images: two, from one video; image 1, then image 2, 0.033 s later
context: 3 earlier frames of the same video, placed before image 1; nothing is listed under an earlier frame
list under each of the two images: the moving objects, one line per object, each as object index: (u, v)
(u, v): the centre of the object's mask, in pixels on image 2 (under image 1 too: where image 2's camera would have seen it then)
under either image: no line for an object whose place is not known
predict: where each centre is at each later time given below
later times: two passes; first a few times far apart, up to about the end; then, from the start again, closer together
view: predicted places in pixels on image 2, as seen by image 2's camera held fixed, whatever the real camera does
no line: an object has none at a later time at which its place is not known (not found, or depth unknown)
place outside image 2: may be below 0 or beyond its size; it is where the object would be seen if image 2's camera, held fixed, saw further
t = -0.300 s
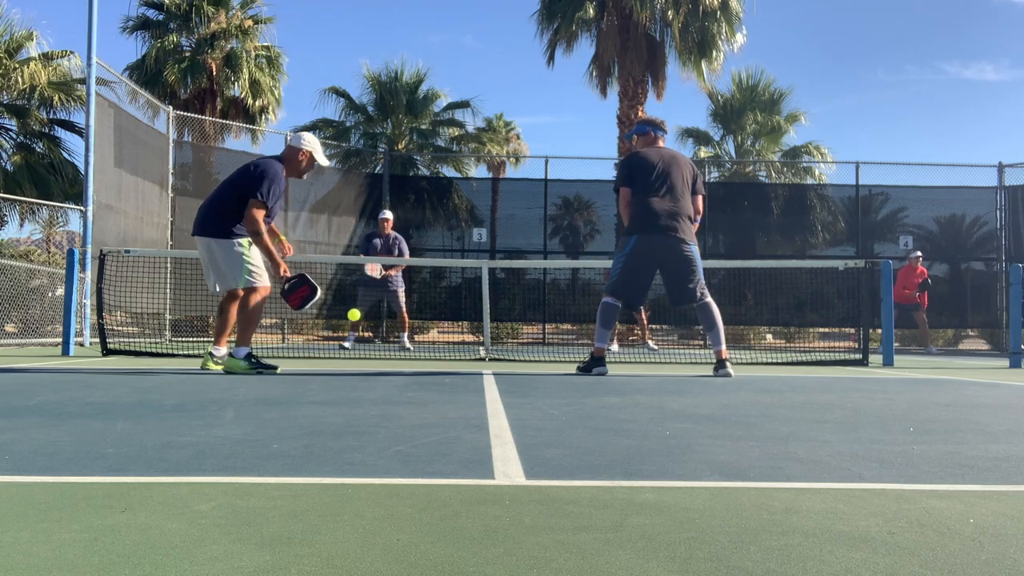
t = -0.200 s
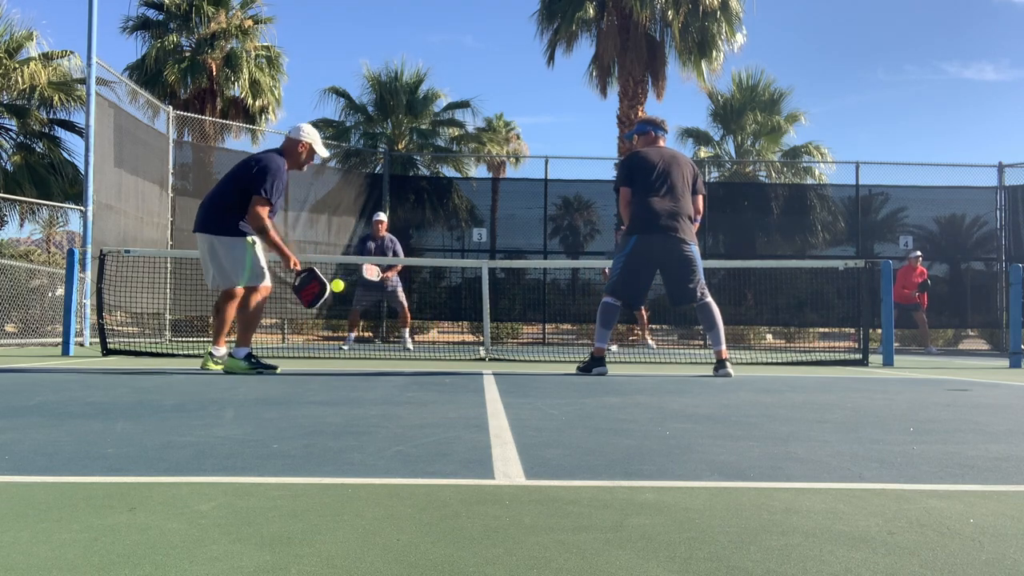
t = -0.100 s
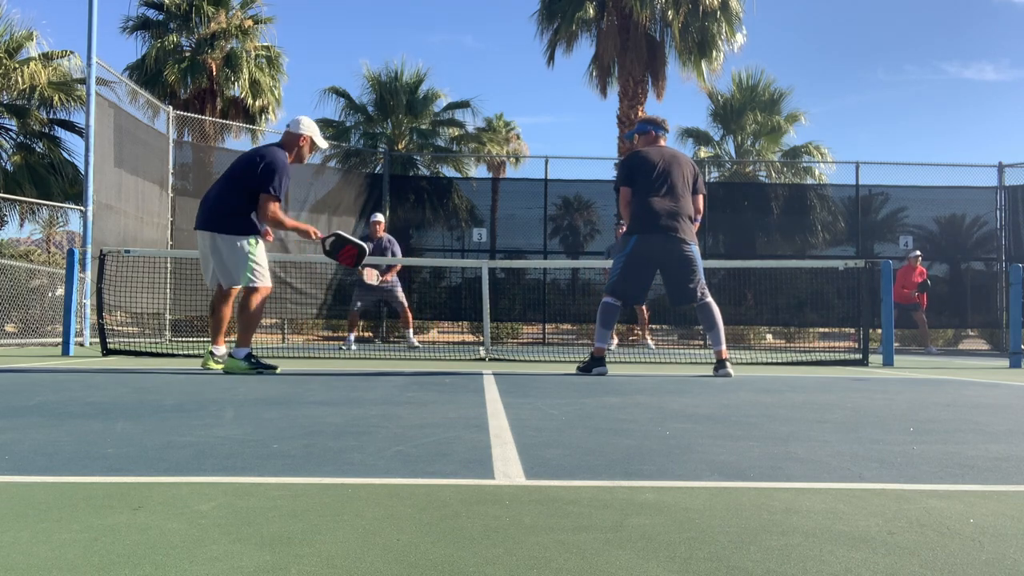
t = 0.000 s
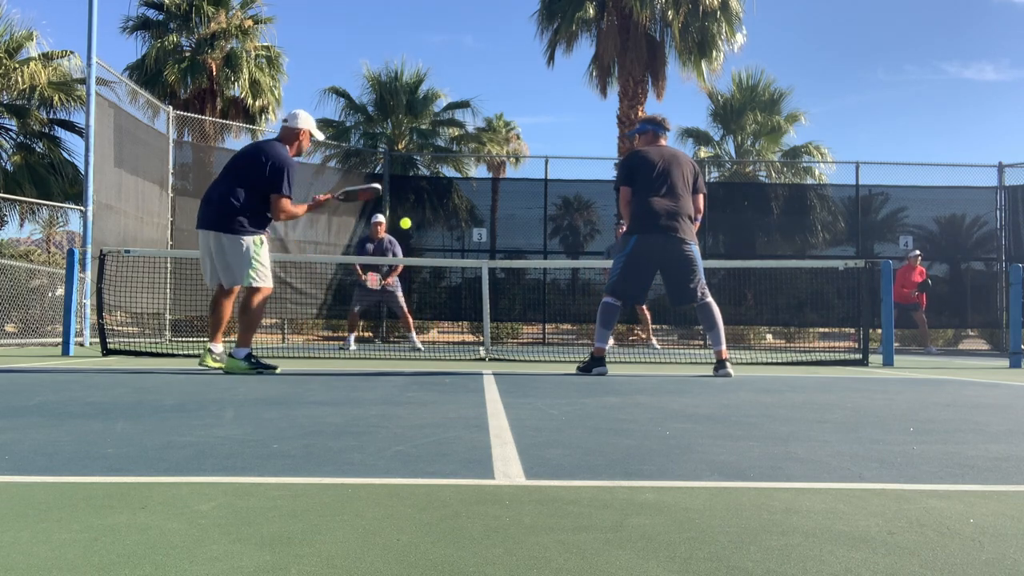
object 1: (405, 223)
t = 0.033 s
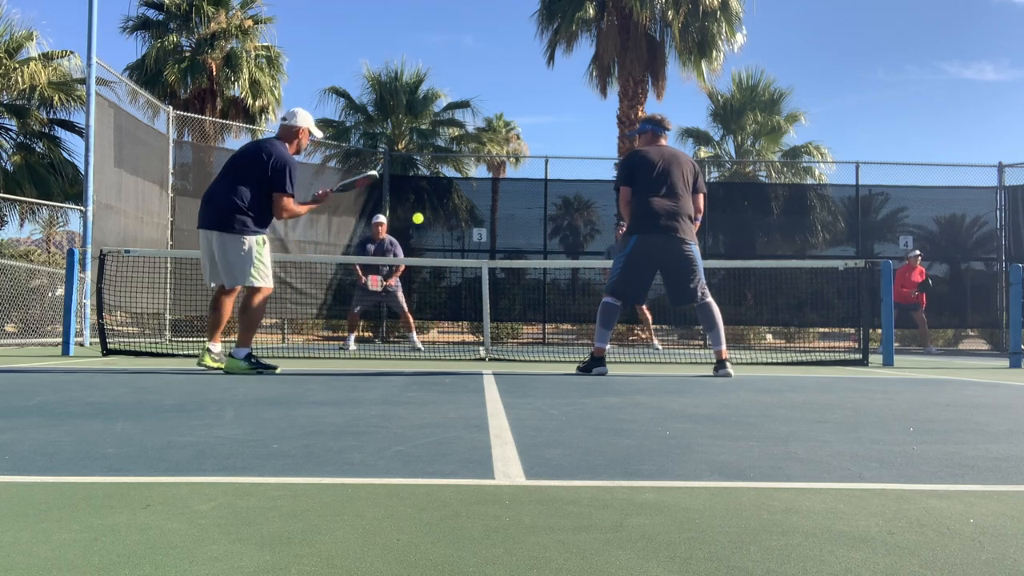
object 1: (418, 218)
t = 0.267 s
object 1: (480, 226)
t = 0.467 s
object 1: (514, 270)
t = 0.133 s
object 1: (449, 214)
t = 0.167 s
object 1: (457, 215)
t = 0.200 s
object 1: (466, 218)
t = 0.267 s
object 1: (480, 226)
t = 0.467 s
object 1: (514, 270)
